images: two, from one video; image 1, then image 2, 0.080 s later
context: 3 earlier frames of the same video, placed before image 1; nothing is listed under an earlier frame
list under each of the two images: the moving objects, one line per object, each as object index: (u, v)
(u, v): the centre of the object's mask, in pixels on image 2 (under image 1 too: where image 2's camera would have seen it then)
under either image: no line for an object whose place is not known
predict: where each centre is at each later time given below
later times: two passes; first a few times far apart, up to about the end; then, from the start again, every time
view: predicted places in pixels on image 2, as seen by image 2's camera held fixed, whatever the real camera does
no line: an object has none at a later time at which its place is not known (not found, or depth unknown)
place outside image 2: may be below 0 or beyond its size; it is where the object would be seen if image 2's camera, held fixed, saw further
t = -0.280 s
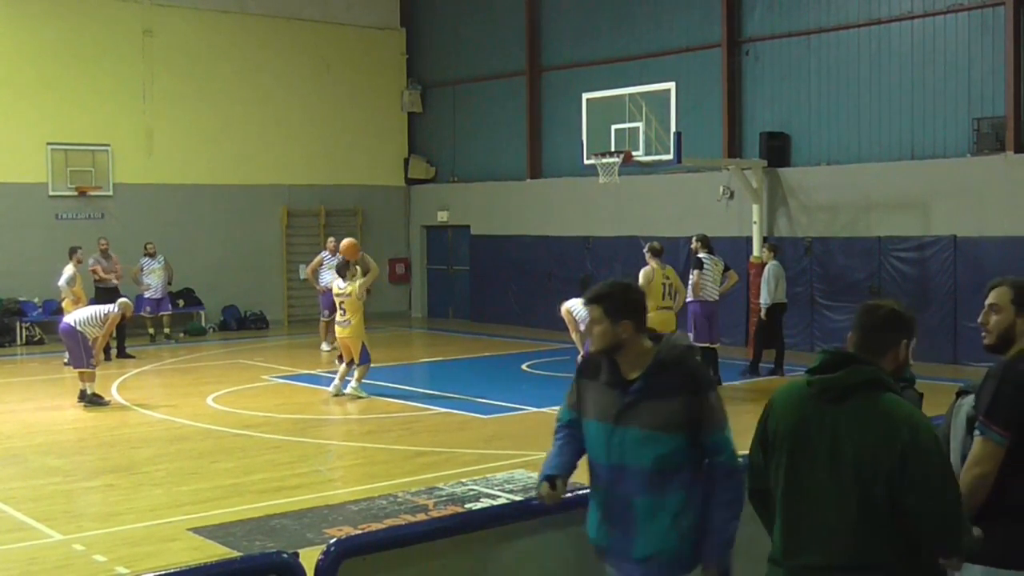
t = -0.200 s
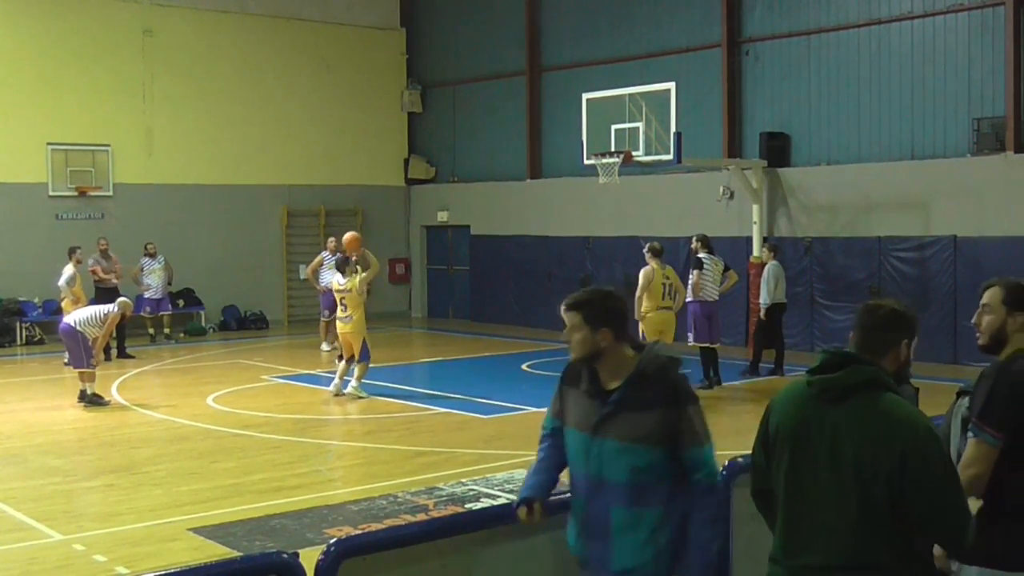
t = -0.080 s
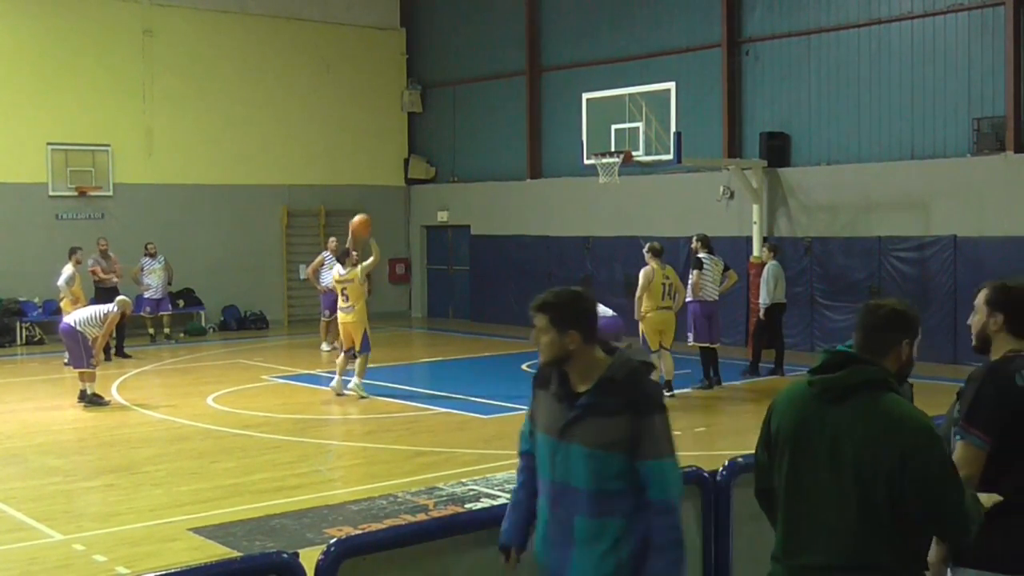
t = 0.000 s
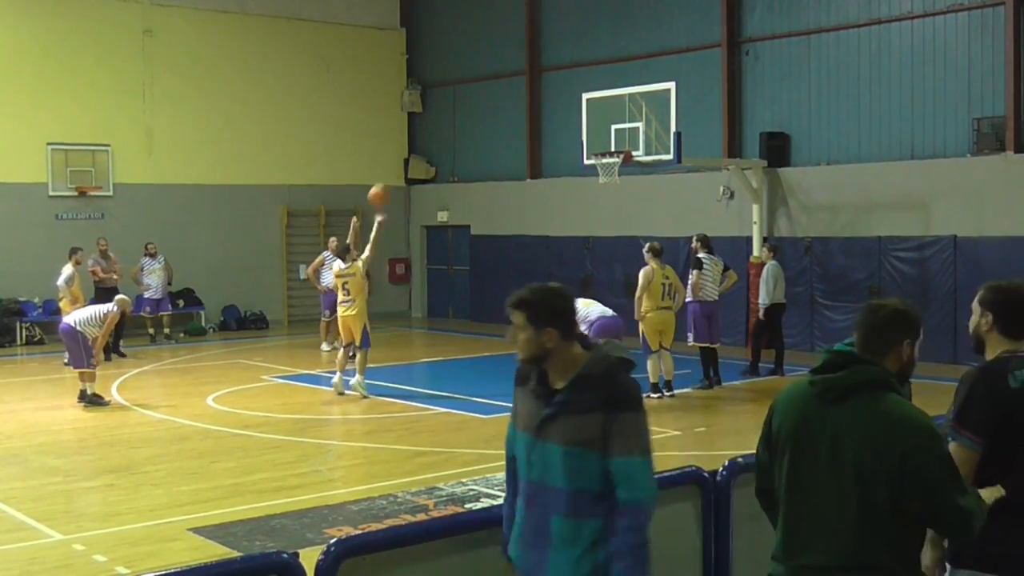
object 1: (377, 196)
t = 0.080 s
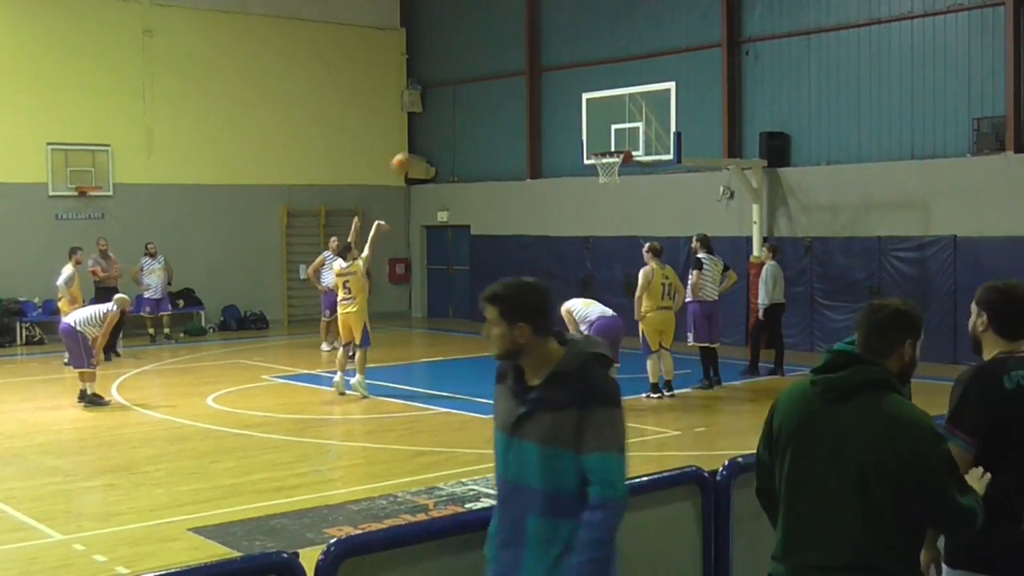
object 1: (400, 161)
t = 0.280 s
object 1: (454, 111)
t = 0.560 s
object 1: (523, 93)
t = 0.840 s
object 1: (584, 132)
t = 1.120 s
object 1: (605, 160)
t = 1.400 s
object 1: (596, 167)
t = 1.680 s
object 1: (621, 191)
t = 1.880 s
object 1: (636, 238)
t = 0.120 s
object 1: (413, 150)
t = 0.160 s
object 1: (423, 138)
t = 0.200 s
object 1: (433, 128)
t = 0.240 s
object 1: (444, 119)
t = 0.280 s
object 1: (454, 111)
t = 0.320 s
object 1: (465, 105)
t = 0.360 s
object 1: (475, 100)
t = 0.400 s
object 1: (484, 96)
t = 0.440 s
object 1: (494, 94)
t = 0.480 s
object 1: (504, 93)
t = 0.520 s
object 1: (513, 92)
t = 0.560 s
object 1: (523, 93)
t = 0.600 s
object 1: (531, 96)
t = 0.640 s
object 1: (541, 99)
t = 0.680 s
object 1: (549, 104)
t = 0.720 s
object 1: (558, 109)
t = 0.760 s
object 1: (566, 116)
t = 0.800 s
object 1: (575, 123)
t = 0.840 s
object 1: (584, 132)
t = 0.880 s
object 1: (593, 142)
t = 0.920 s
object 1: (600, 147)
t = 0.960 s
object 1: (607, 152)
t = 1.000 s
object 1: (612, 155)
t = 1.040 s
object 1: (613, 157)
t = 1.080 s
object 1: (611, 157)
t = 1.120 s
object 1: (605, 160)
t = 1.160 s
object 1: (601, 161)
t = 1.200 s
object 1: (599, 163)
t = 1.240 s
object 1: (596, 165)
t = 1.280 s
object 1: (593, 163)
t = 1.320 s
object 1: (593, 164)
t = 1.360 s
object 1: (594, 165)
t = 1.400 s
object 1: (596, 167)
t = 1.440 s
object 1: (598, 168)
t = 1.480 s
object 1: (601, 170)
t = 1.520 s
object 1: (606, 173)
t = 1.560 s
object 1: (610, 177)
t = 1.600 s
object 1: (613, 180)
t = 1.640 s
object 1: (618, 186)
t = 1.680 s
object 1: (621, 191)
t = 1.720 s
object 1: (624, 198)
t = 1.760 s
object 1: (628, 207)
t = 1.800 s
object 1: (632, 216)
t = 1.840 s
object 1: (635, 227)
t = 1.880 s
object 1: (636, 238)
